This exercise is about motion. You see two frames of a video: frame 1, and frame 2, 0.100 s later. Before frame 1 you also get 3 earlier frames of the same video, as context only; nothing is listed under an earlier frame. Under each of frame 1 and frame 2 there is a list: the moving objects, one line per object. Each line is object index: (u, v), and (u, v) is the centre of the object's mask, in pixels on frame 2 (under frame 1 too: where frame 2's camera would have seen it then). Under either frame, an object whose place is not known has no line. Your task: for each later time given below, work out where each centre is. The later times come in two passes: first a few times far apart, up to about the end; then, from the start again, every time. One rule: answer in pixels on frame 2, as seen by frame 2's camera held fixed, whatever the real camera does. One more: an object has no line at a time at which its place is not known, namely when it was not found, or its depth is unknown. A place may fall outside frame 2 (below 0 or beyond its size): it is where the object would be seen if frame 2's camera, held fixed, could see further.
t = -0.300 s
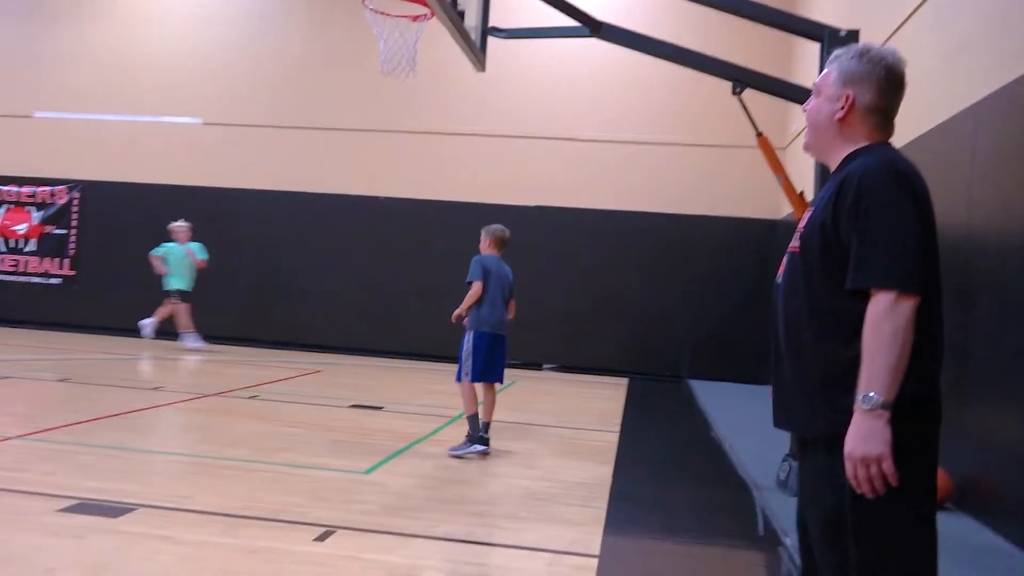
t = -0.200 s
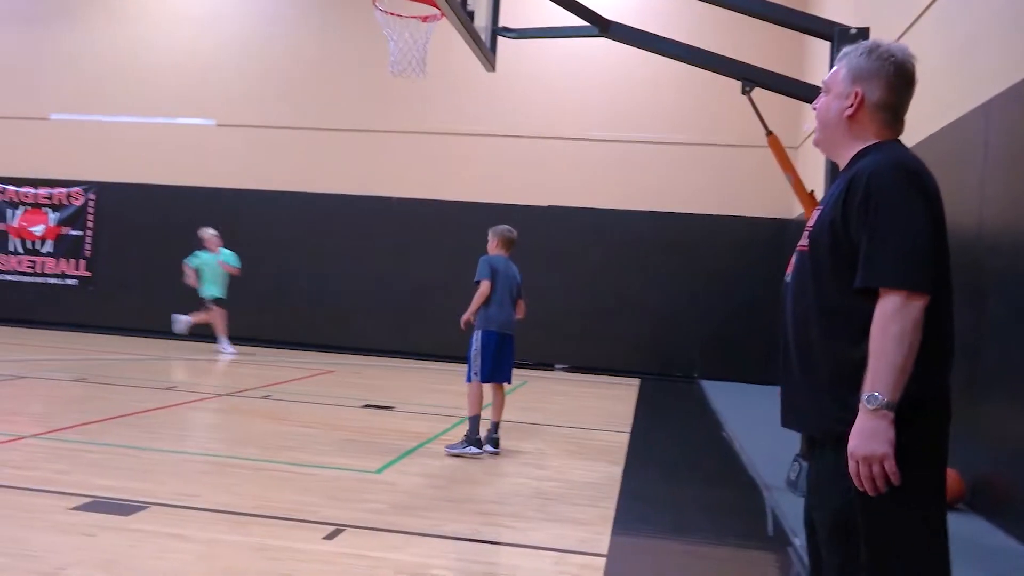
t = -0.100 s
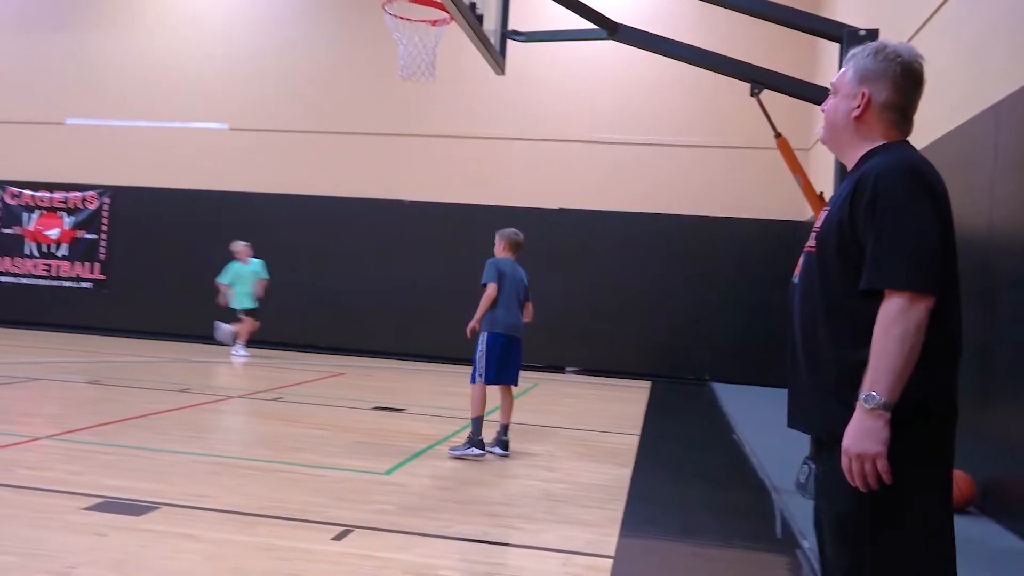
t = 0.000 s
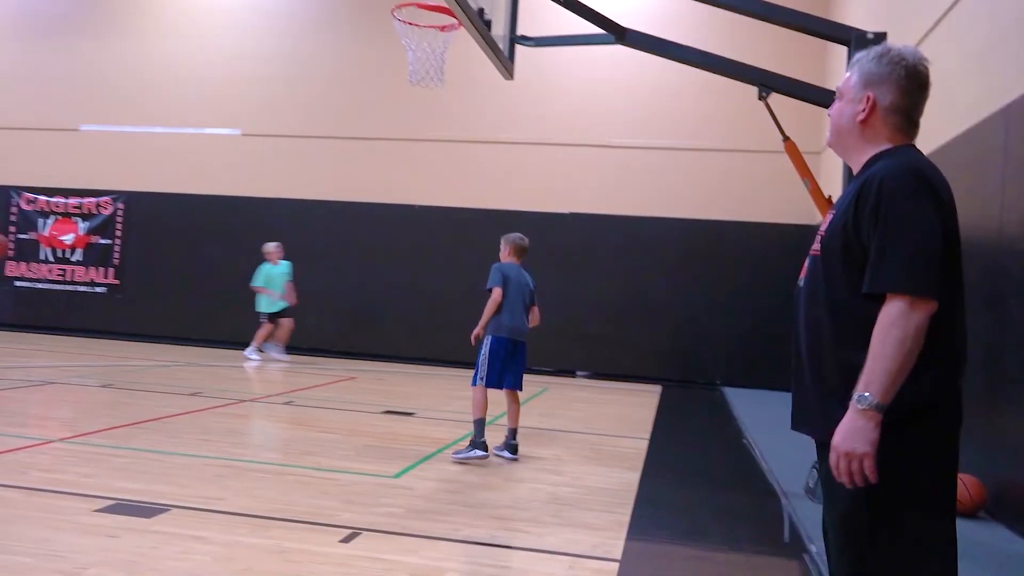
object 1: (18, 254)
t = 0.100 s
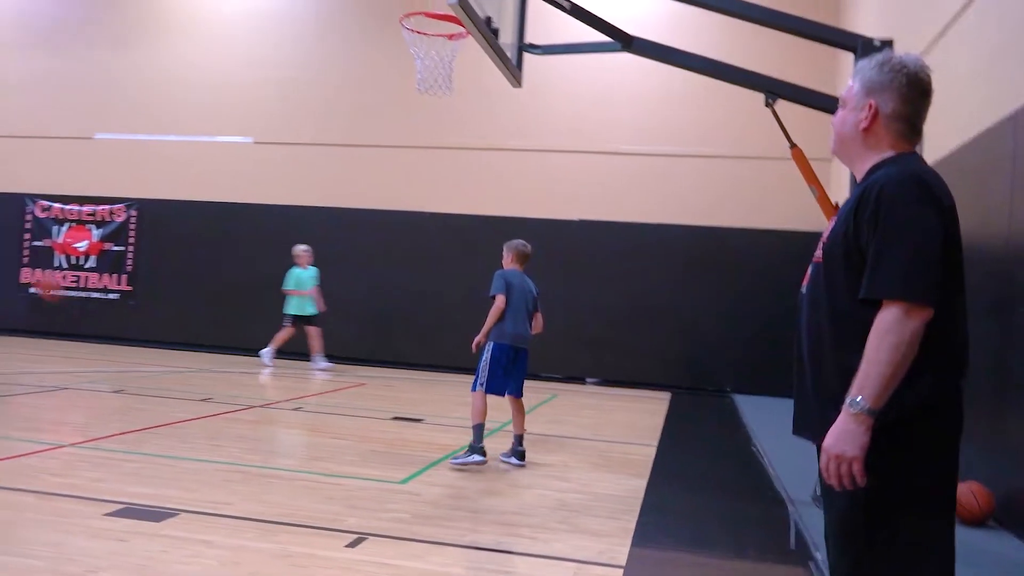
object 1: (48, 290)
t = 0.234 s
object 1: (103, 354)
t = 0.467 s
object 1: (176, 315)
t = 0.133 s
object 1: (61, 304)
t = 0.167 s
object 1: (73, 317)
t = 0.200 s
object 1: (86, 332)
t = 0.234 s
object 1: (103, 354)
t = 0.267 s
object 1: (119, 377)
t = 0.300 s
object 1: (131, 378)
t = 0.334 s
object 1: (141, 364)
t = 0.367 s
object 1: (151, 346)
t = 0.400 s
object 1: (159, 335)
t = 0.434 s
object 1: (167, 326)
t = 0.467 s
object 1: (176, 315)
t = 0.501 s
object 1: (186, 305)
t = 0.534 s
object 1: (196, 296)
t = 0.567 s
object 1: (206, 289)
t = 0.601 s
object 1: (216, 282)
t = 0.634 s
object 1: (226, 277)
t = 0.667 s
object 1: (238, 272)
